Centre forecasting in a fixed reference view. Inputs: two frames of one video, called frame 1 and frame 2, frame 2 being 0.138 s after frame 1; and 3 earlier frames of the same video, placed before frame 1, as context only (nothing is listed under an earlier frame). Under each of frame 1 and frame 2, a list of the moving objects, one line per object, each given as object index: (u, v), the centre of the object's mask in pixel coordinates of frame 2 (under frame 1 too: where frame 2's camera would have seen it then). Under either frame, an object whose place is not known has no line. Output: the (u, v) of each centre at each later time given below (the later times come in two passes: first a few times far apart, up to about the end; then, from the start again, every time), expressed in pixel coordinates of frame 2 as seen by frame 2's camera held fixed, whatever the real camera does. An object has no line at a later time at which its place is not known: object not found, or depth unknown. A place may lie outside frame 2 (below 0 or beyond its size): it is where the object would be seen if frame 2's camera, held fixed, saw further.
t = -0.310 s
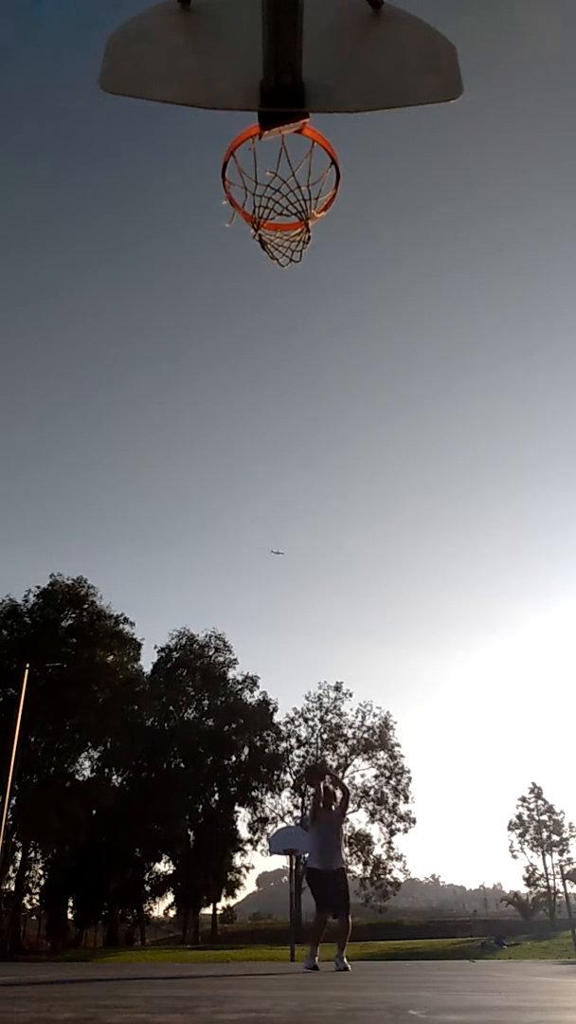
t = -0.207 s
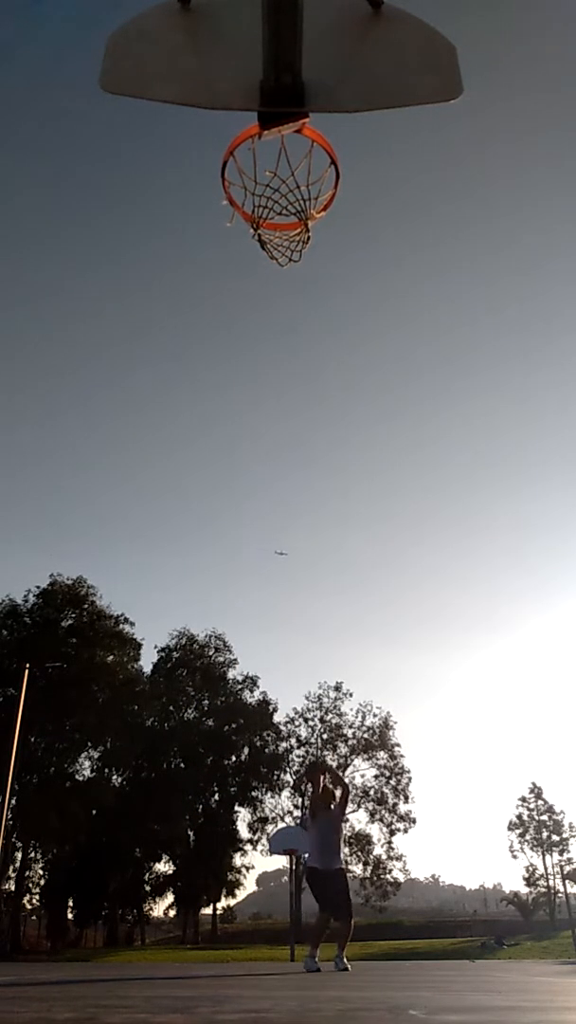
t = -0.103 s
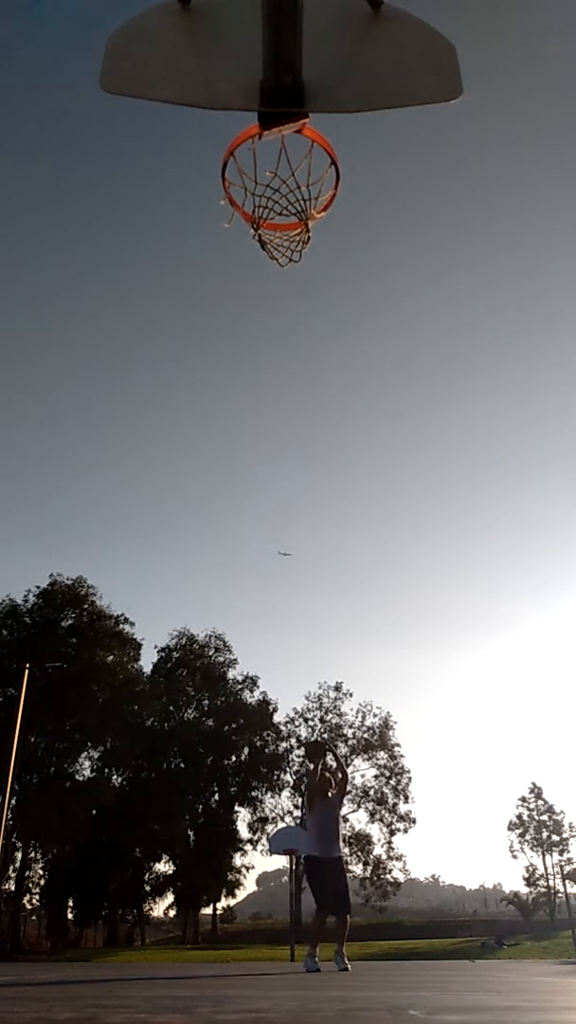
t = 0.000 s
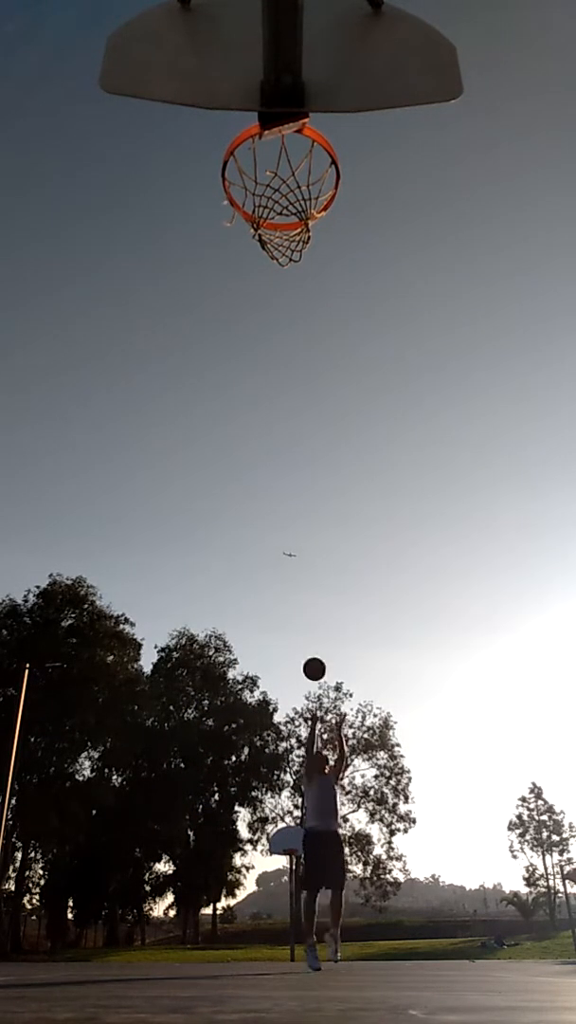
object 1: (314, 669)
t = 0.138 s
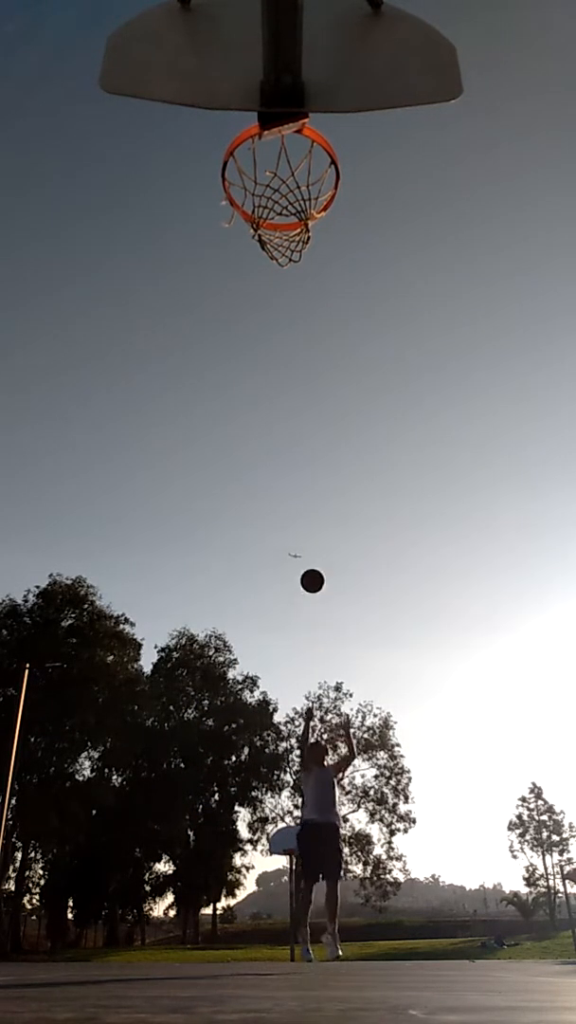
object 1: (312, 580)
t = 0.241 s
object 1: (311, 521)
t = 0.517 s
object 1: (307, 385)
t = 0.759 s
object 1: (303, 287)
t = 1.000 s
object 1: (295, 197)
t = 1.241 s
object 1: (276, 170)
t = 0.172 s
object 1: (312, 560)
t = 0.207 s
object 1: (312, 541)
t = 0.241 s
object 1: (311, 521)
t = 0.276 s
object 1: (311, 503)
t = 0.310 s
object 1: (310, 485)
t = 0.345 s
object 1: (309, 467)
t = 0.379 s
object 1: (309, 449)
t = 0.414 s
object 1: (308, 433)
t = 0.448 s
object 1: (308, 416)
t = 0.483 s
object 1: (307, 400)
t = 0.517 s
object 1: (307, 385)
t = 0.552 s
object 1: (306, 369)
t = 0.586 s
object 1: (306, 355)
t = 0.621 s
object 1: (305, 341)
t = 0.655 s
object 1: (304, 327)
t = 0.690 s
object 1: (304, 313)
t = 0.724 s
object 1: (303, 299)
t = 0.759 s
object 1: (303, 287)
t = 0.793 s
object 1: (302, 275)
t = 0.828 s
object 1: (302, 263)
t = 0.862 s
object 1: (301, 251)
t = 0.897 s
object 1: (301, 244)
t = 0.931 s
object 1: (297, 209)
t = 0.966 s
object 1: (296, 203)
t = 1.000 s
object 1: (295, 197)
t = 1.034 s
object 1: (294, 189)
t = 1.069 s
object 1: (292, 179)
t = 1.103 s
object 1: (291, 171)
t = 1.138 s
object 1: (289, 163)
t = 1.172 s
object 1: (286, 164)
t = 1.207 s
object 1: (281, 164)
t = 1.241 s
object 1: (276, 170)
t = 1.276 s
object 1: (272, 177)
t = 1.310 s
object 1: (268, 190)
